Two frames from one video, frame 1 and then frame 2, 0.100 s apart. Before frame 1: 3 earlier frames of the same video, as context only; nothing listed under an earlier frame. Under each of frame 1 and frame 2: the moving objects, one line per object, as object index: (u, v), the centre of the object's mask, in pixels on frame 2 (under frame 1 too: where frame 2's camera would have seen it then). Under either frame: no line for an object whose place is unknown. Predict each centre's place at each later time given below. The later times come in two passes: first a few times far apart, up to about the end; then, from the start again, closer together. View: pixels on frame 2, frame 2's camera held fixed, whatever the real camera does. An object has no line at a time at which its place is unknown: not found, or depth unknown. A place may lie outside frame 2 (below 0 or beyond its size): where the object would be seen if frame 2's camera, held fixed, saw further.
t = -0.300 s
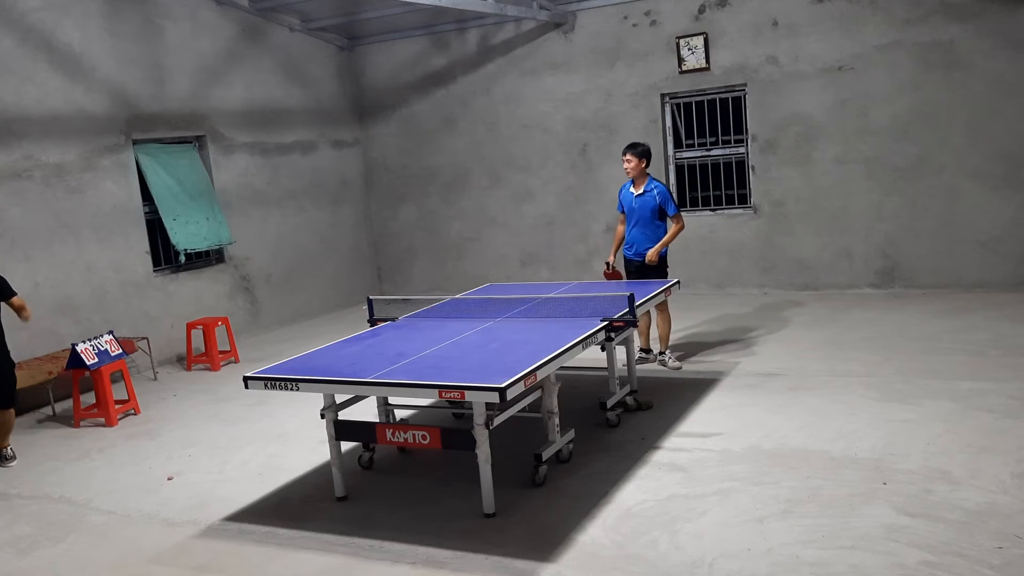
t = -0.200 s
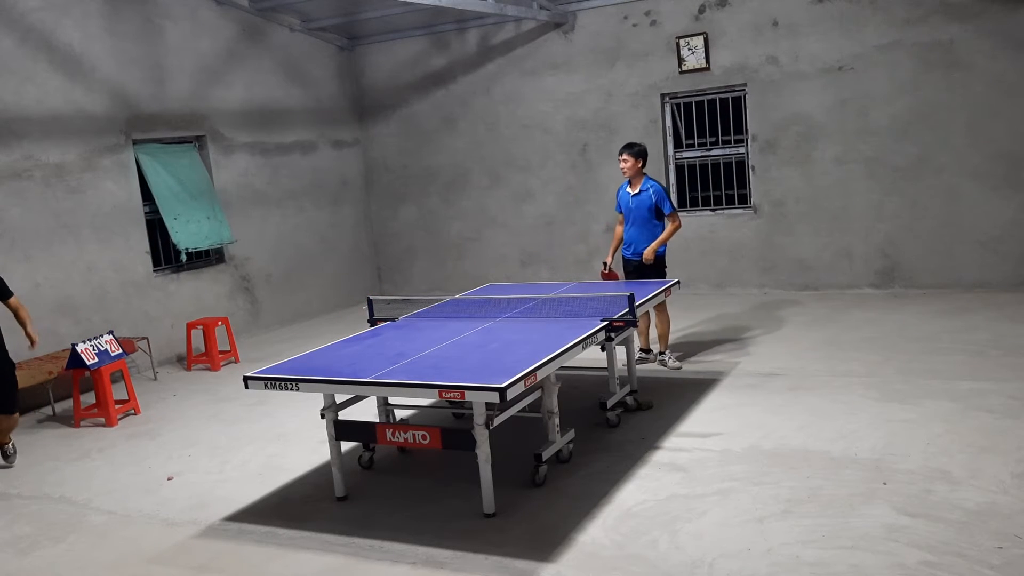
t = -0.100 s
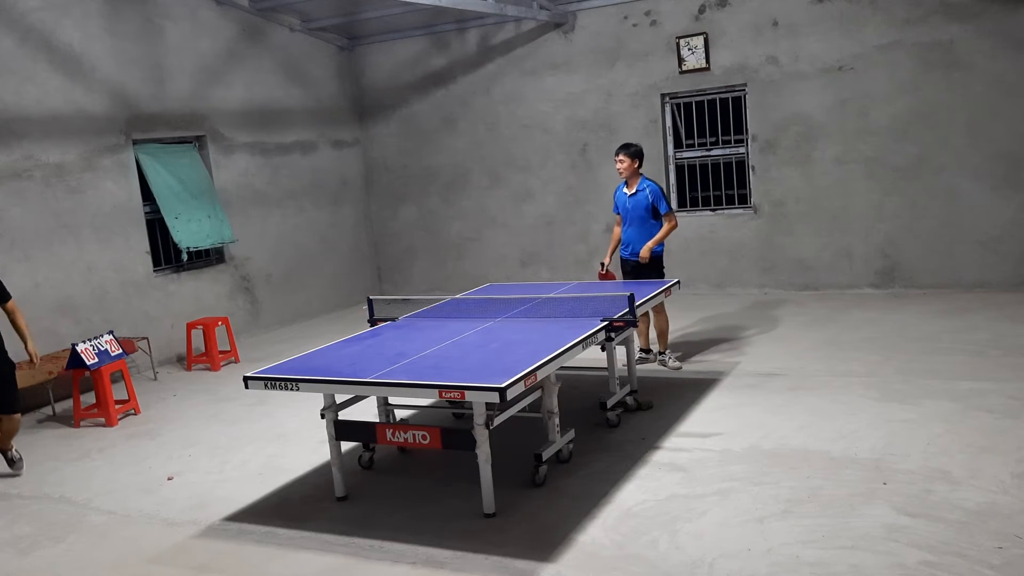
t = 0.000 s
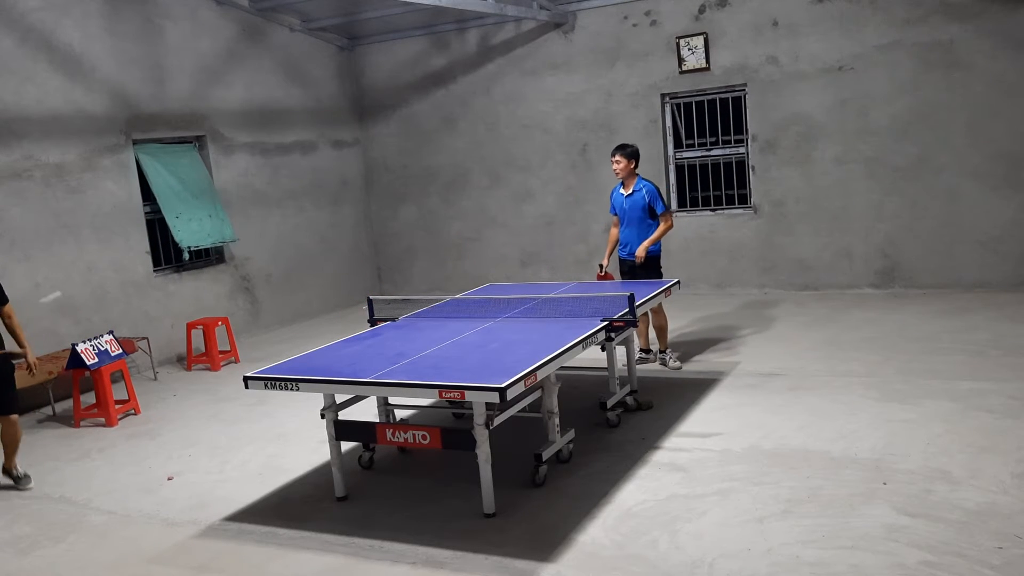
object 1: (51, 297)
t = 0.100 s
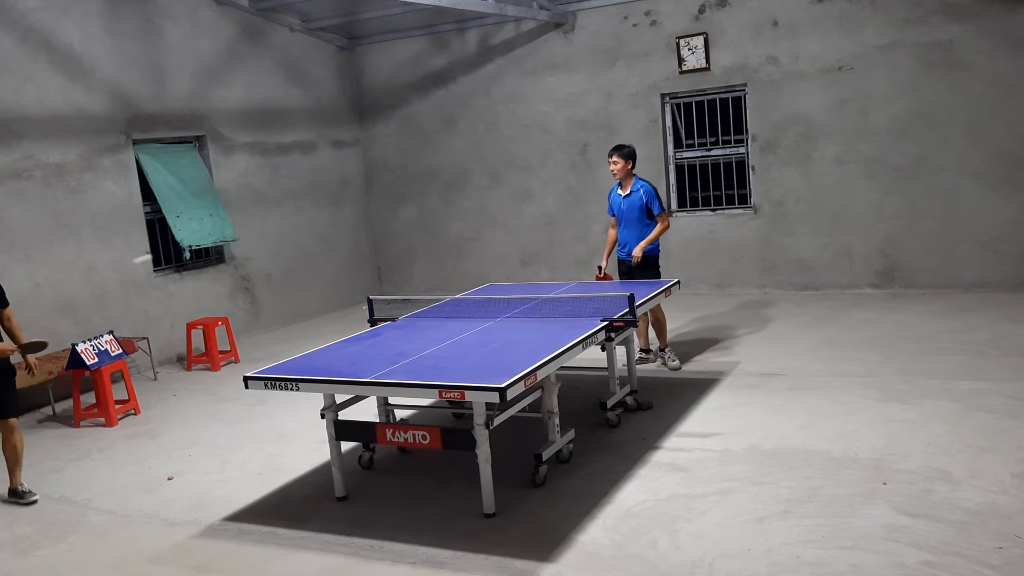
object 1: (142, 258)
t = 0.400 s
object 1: (371, 237)
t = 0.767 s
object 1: (554, 258)
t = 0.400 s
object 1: (371, 237)
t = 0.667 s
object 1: (527, 290)
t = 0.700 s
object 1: (536, 278)
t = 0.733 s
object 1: (545, 267)
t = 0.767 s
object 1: (554, 258)
